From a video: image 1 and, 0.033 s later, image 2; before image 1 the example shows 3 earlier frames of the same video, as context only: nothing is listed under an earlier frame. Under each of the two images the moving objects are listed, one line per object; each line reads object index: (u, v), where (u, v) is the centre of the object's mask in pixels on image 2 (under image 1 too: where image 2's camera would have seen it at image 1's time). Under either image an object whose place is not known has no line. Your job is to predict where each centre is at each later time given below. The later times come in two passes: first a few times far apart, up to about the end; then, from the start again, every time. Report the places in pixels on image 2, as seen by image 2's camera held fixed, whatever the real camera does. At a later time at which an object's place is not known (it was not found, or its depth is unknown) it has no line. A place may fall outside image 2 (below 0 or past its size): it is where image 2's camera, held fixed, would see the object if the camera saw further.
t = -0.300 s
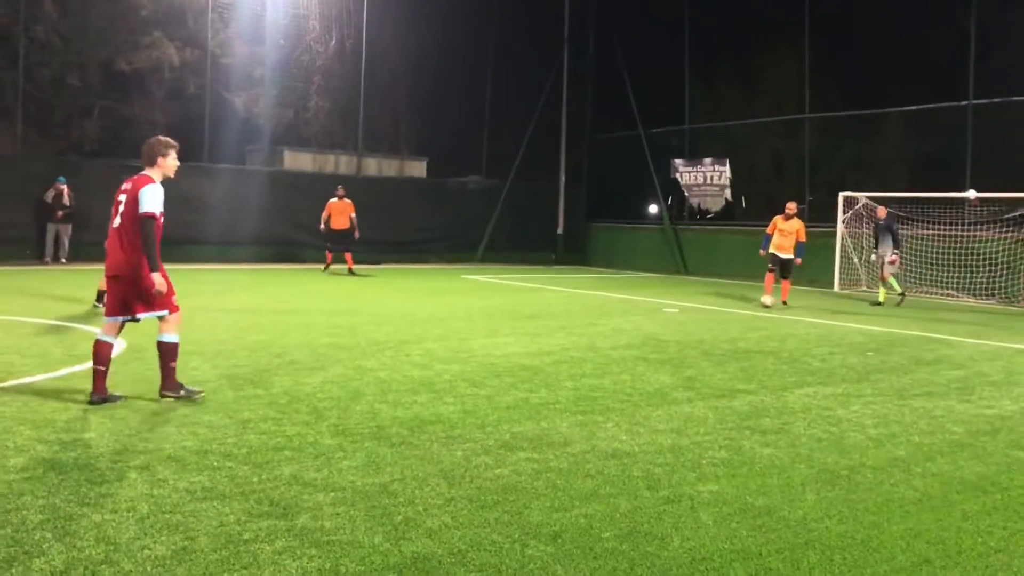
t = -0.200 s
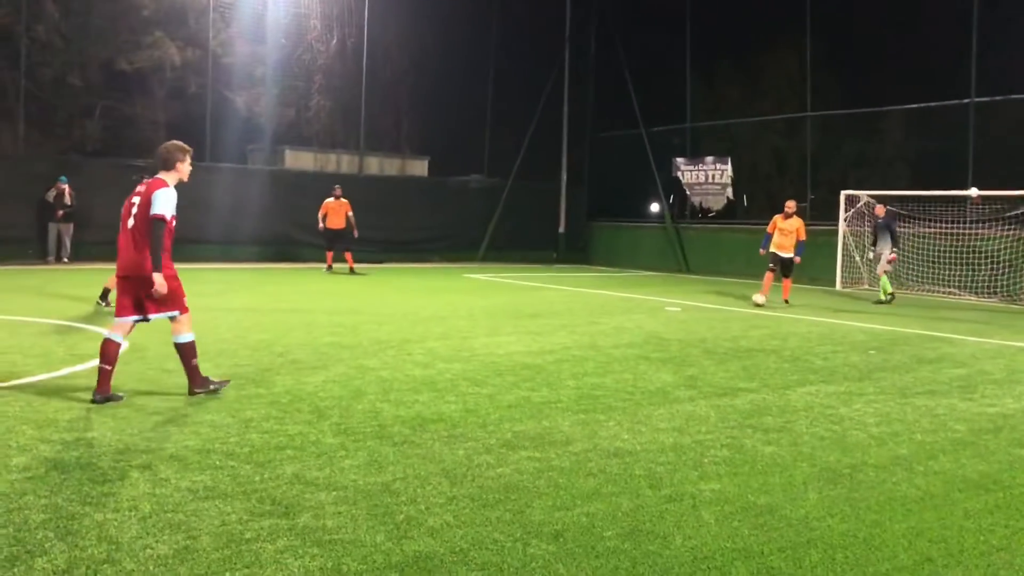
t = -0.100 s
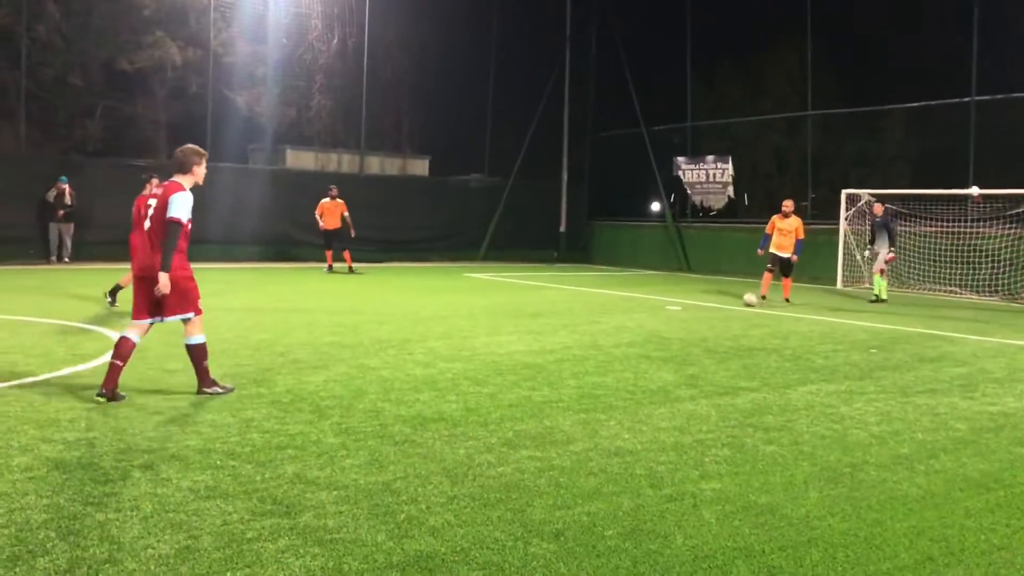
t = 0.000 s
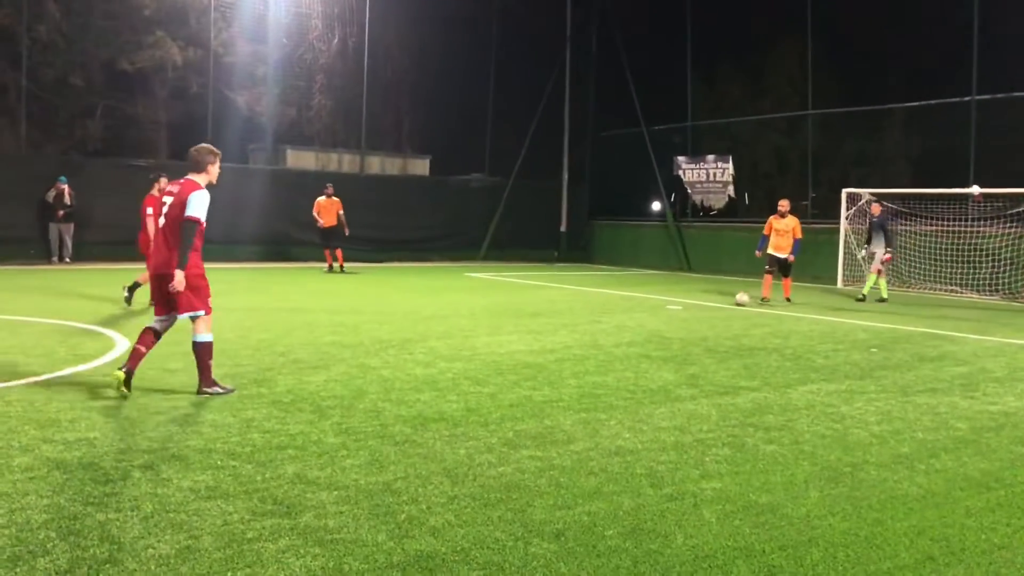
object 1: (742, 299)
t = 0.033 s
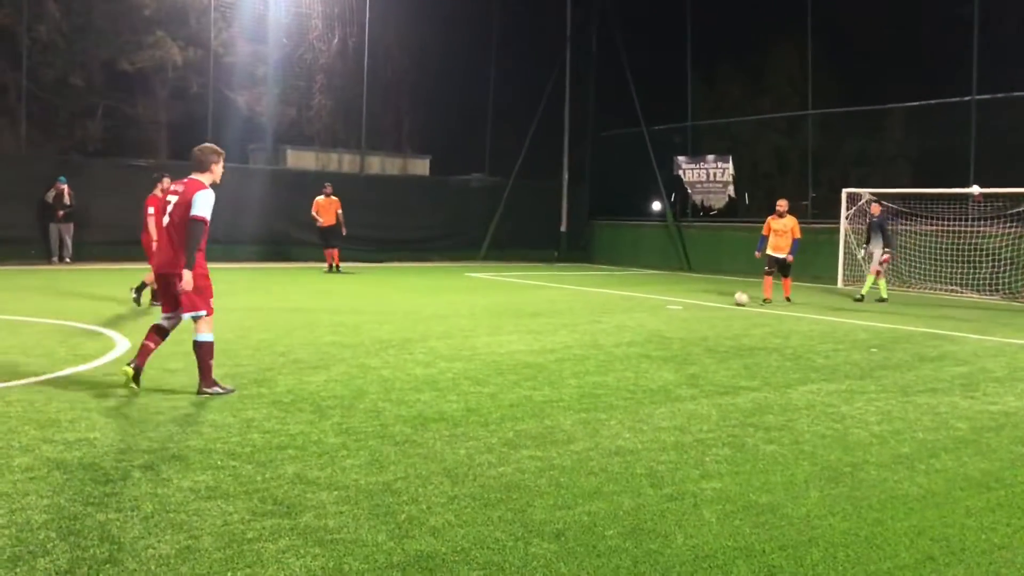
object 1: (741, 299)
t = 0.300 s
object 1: (723, 300)
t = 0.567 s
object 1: (707, 300)
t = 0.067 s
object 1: (738, 299)
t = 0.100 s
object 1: (736, 299)
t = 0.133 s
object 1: (734, 299)
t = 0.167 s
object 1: (731, 300)
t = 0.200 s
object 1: (730, 299)
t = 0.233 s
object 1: (727, 299)
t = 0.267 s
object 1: (725, 300)
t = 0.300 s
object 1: (723, 300)
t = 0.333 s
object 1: (721, 300)
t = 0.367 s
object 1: (719, 300)
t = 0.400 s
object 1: (717, 300)
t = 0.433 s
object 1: (715, 300)
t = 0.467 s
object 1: (713, 300)
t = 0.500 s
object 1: (711, 300)
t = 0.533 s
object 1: (709, 300)
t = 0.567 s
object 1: (707, 300)
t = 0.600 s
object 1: (705, 300)
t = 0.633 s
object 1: (703, 300)
